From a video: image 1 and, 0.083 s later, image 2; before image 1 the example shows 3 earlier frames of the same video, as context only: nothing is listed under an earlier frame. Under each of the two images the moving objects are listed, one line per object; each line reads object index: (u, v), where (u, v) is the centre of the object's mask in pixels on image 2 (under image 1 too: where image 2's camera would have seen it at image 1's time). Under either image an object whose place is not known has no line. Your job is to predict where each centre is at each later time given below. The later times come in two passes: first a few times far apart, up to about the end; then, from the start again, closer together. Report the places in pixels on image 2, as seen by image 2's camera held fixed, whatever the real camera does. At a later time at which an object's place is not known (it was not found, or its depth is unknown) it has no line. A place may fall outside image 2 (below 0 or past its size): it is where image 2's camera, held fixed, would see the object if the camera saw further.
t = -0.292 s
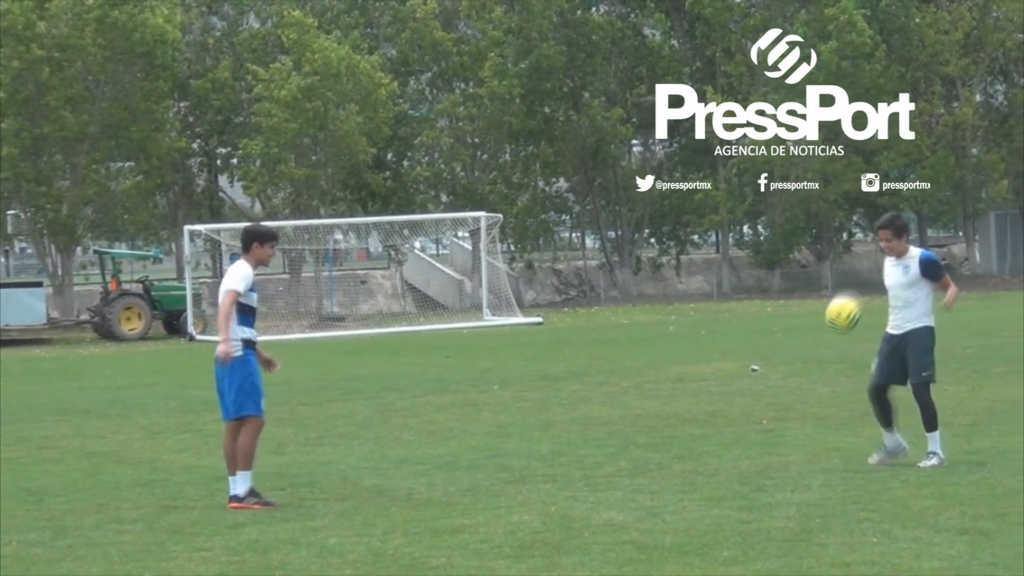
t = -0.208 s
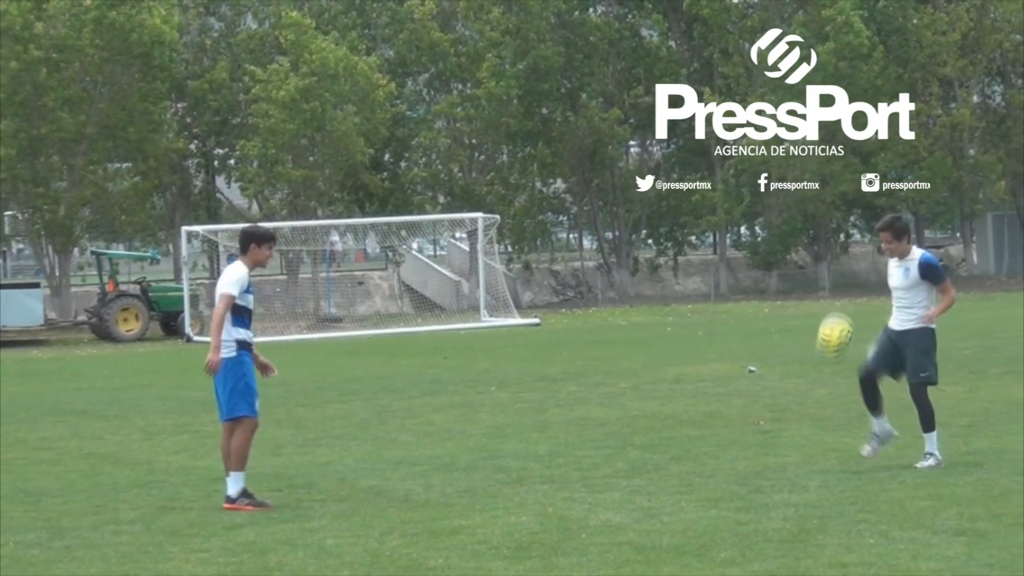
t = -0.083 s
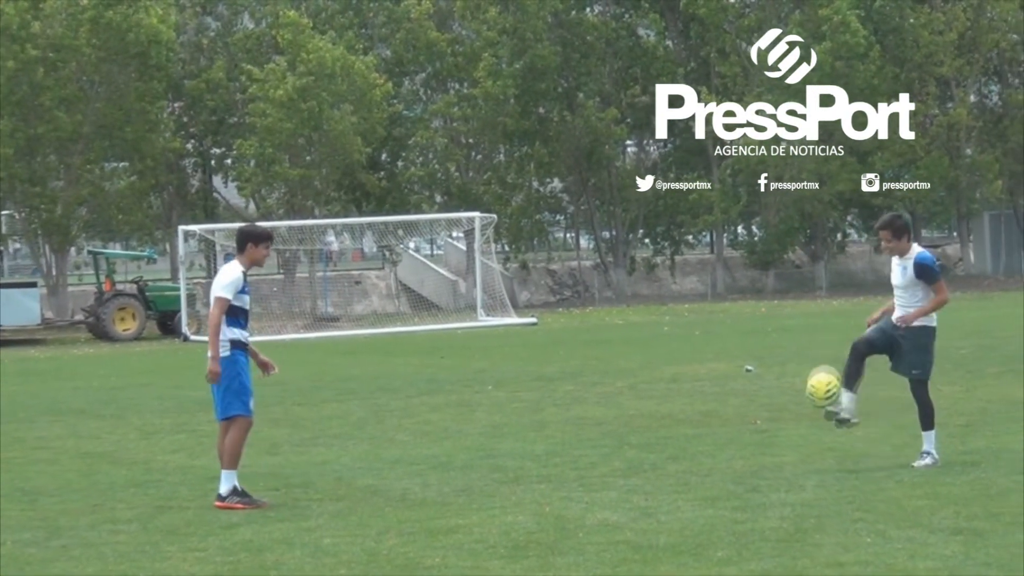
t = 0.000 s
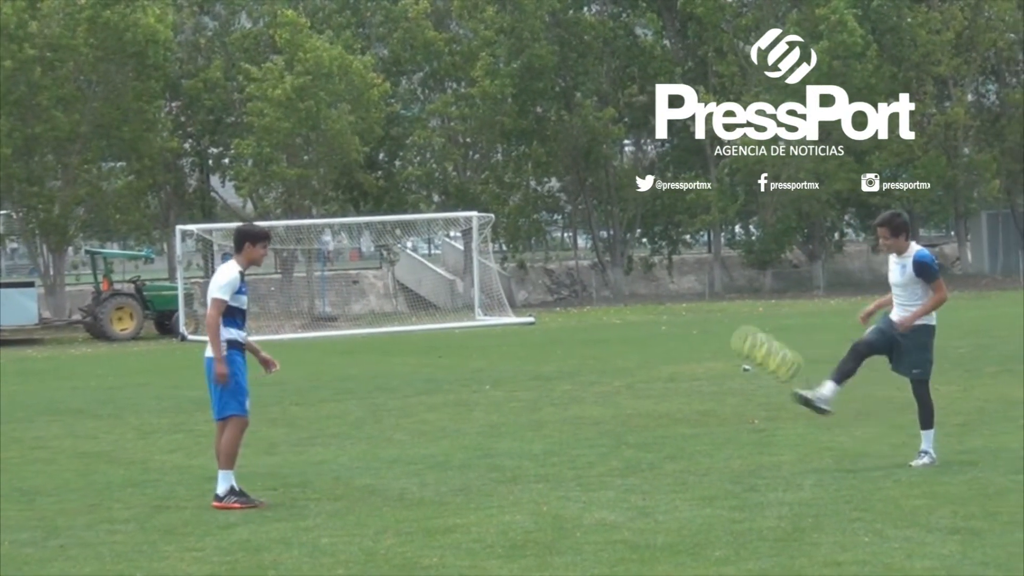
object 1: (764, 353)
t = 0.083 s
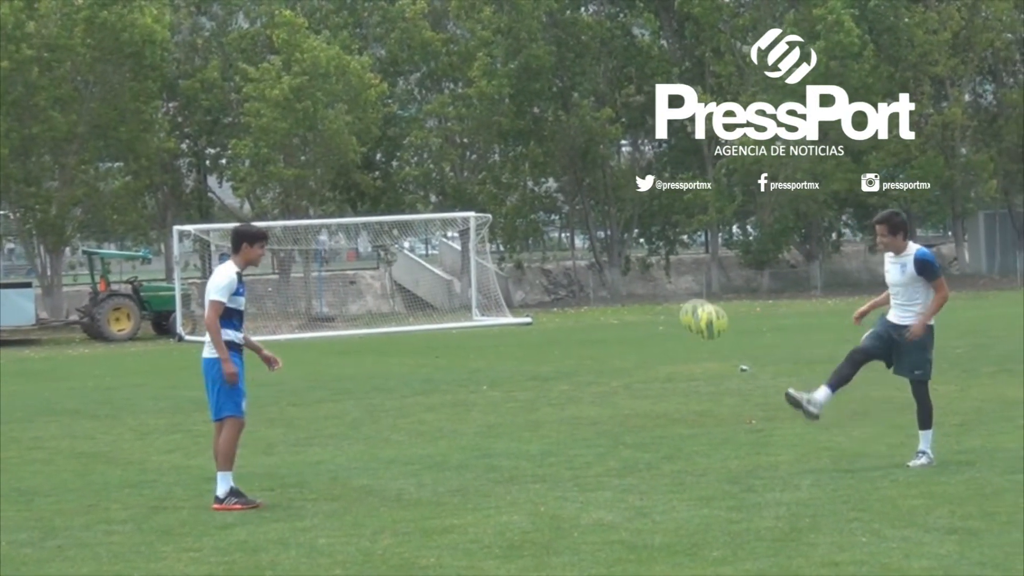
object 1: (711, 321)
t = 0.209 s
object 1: (614, 284)
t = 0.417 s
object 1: (467, 282)
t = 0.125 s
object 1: (687, 308)
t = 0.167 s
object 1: (652, 294)
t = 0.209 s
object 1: (614, 284)
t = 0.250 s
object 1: (581, 279)
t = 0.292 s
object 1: (560, 278)
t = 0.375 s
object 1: (492, 278)
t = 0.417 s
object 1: (467, 282)
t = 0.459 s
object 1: (437, 287)
